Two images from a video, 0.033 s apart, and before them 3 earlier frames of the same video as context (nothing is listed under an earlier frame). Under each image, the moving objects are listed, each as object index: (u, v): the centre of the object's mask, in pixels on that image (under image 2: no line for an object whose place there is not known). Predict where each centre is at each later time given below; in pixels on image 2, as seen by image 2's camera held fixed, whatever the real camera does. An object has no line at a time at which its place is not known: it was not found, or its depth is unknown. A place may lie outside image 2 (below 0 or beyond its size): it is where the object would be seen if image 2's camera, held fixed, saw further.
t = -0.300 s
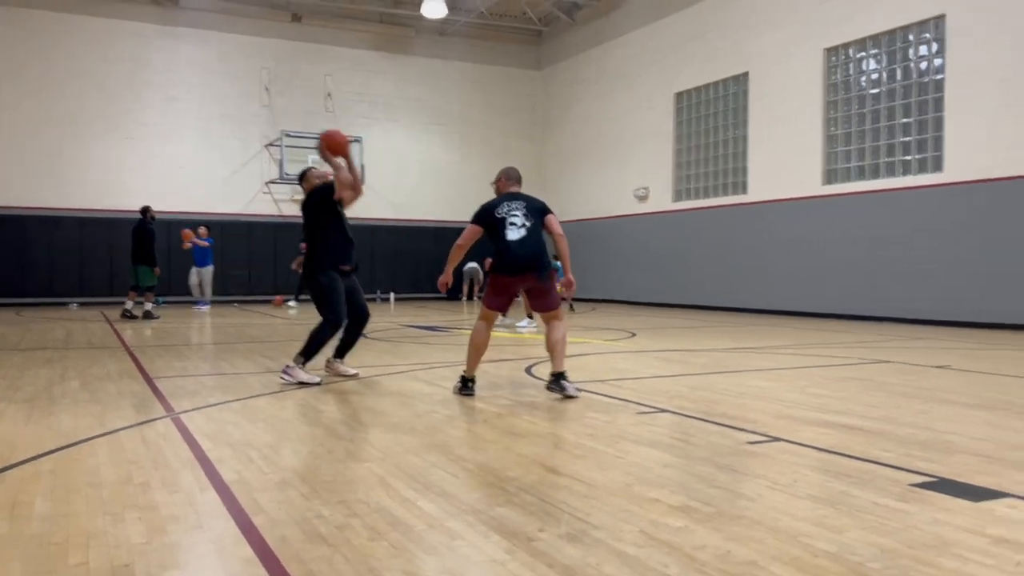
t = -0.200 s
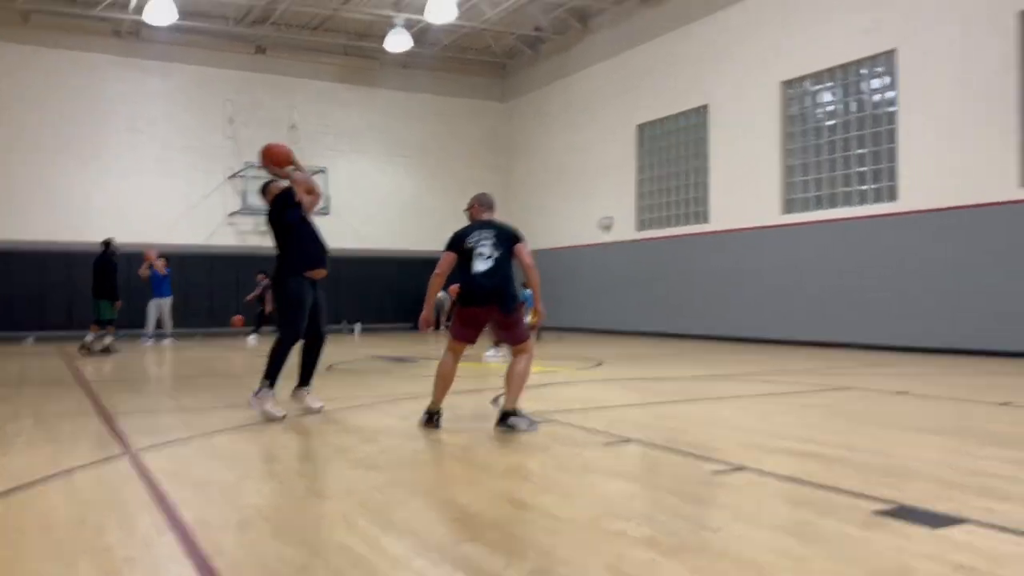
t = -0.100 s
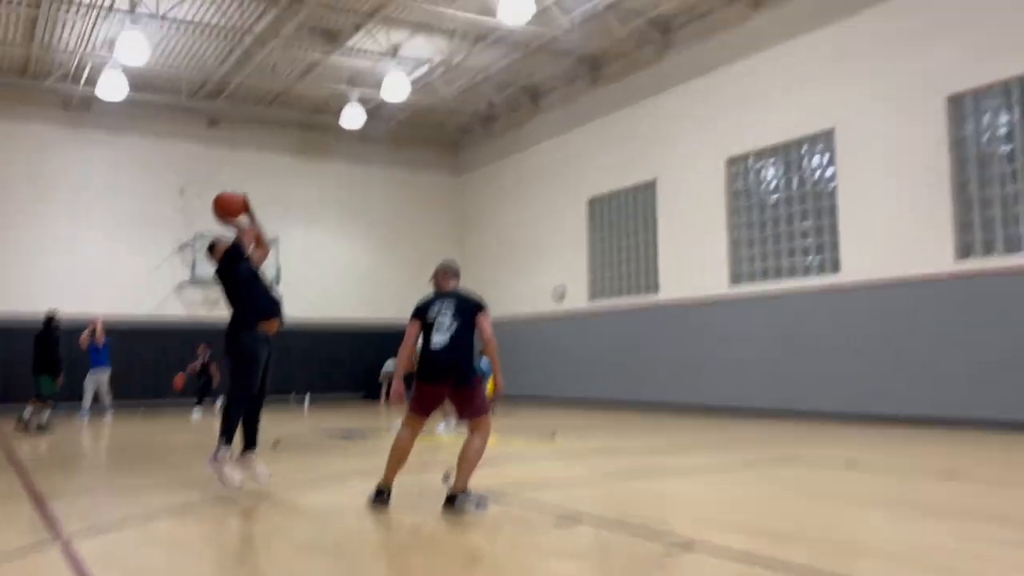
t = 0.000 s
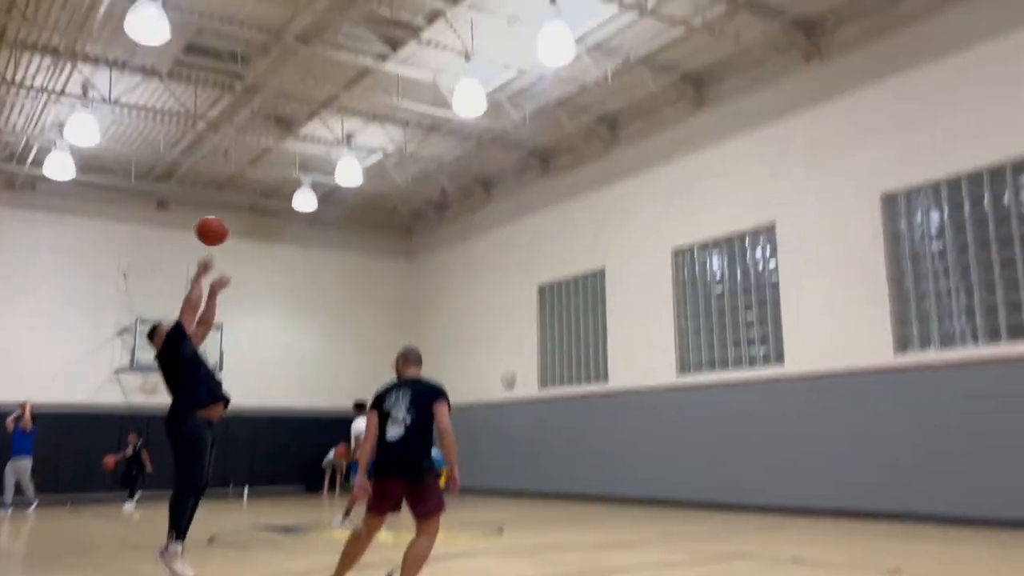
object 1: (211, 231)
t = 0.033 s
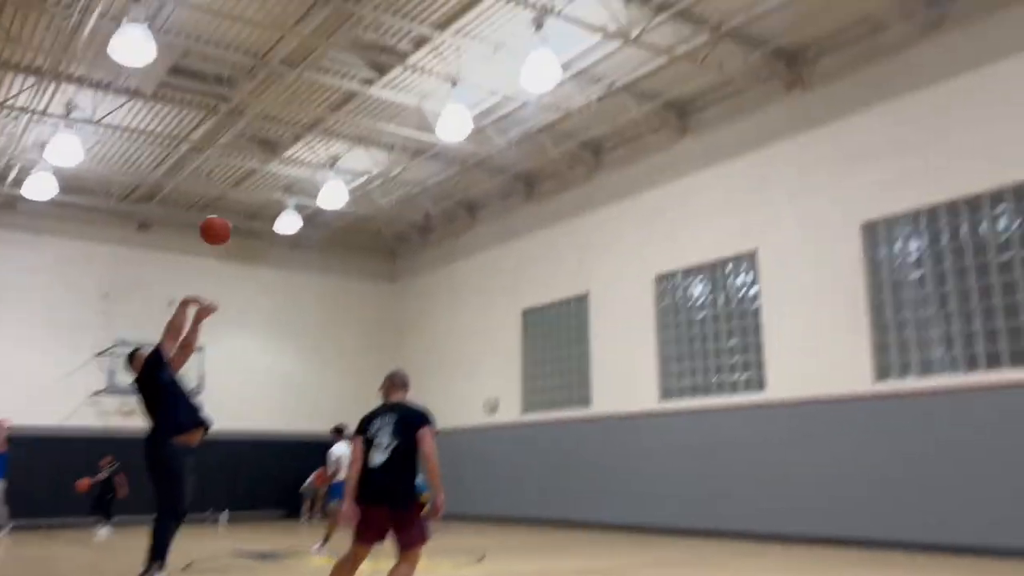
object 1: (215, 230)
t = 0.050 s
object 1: (227, 218)
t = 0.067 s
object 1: (238, 207)
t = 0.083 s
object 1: (249, 197)
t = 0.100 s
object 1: (259, 187)
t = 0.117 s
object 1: (270, 177)
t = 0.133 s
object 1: (281, 167)
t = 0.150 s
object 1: (291, 157)
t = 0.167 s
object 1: (302, 149)
